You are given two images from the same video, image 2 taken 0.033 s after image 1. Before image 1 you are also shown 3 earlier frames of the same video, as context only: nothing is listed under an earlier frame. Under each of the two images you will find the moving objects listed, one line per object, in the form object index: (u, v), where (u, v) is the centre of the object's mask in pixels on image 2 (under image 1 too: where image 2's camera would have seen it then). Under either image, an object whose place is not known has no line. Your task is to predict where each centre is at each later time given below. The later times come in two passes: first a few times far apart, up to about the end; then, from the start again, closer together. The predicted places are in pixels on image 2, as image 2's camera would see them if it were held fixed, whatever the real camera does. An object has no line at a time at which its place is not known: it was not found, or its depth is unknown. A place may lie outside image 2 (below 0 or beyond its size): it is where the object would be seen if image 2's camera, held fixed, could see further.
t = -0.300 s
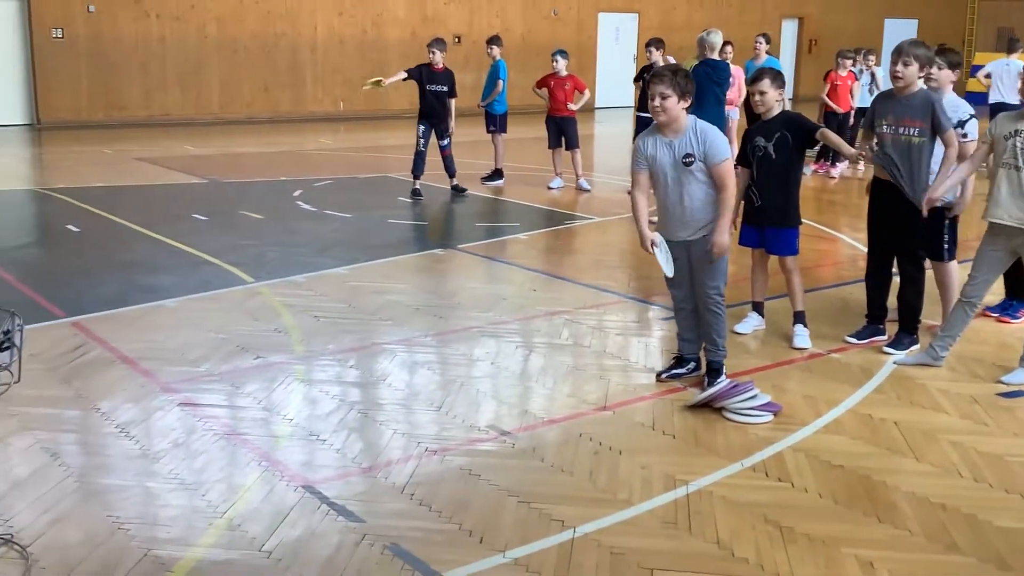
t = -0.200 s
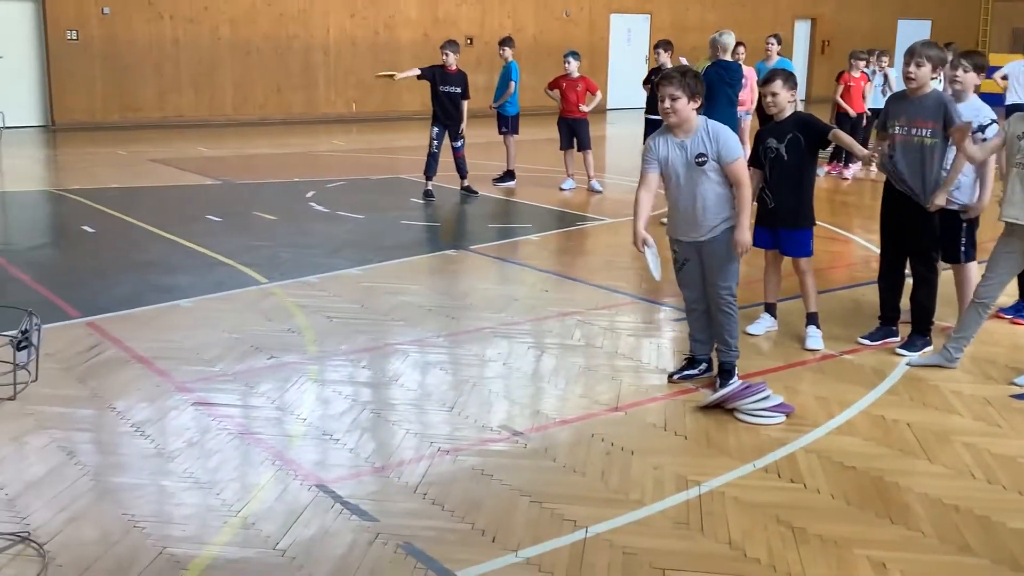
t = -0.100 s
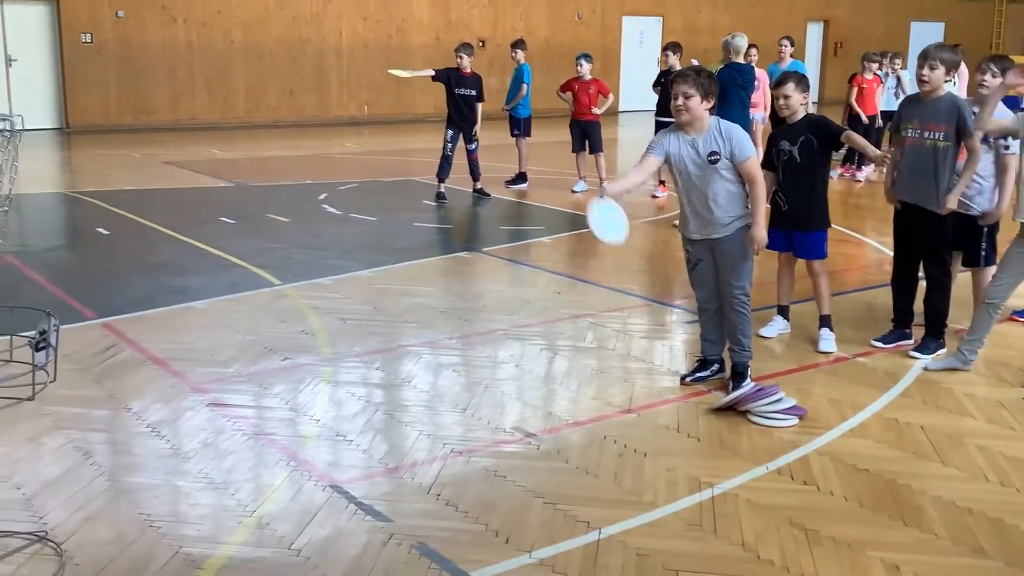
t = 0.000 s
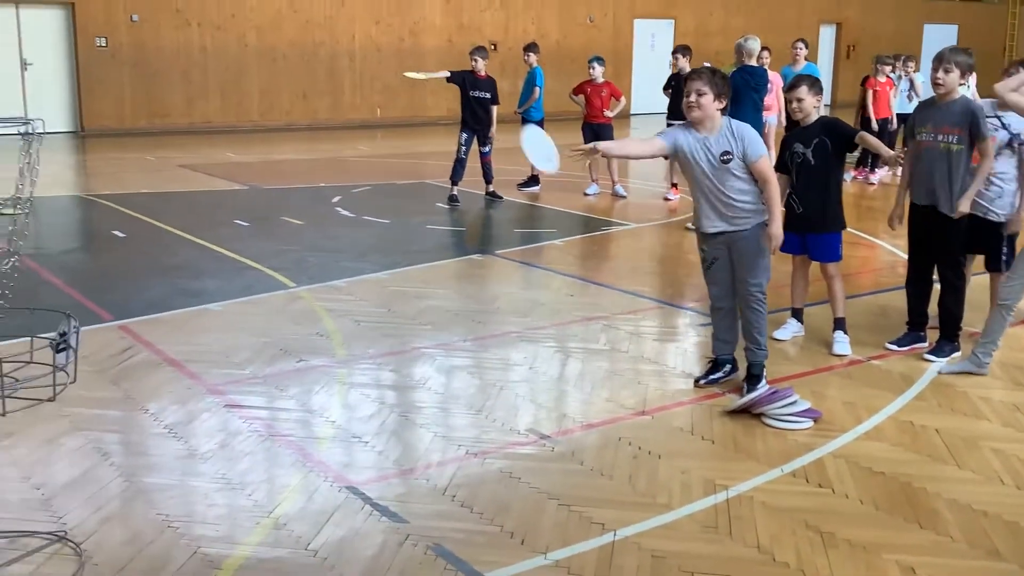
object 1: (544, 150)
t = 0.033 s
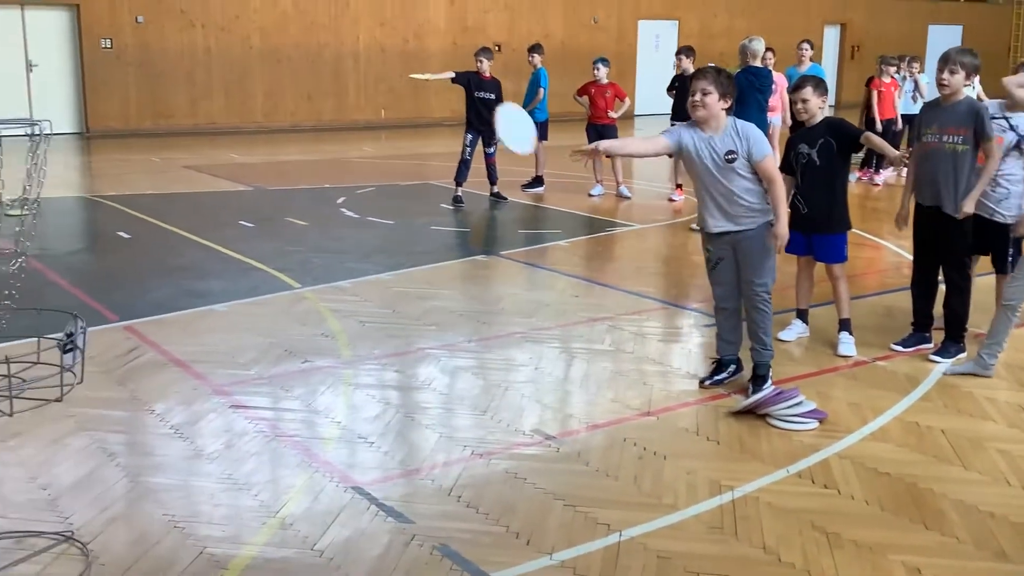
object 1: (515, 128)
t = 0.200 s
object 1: (366, 55)
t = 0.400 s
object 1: (161, 58)
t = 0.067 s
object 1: (488, 110)
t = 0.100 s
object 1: (458, 93)
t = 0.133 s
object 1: (428, 78)
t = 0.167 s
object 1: (396, 65)
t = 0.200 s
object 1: (366, 55)
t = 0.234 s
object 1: (334, 48)
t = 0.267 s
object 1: (301, 44)
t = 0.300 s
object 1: (267, 43)
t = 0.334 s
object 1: (232, 45)
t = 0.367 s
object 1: (197, 50)
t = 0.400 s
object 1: (161, 58)
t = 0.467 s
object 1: (88, 85)
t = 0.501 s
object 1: (49, 99)
